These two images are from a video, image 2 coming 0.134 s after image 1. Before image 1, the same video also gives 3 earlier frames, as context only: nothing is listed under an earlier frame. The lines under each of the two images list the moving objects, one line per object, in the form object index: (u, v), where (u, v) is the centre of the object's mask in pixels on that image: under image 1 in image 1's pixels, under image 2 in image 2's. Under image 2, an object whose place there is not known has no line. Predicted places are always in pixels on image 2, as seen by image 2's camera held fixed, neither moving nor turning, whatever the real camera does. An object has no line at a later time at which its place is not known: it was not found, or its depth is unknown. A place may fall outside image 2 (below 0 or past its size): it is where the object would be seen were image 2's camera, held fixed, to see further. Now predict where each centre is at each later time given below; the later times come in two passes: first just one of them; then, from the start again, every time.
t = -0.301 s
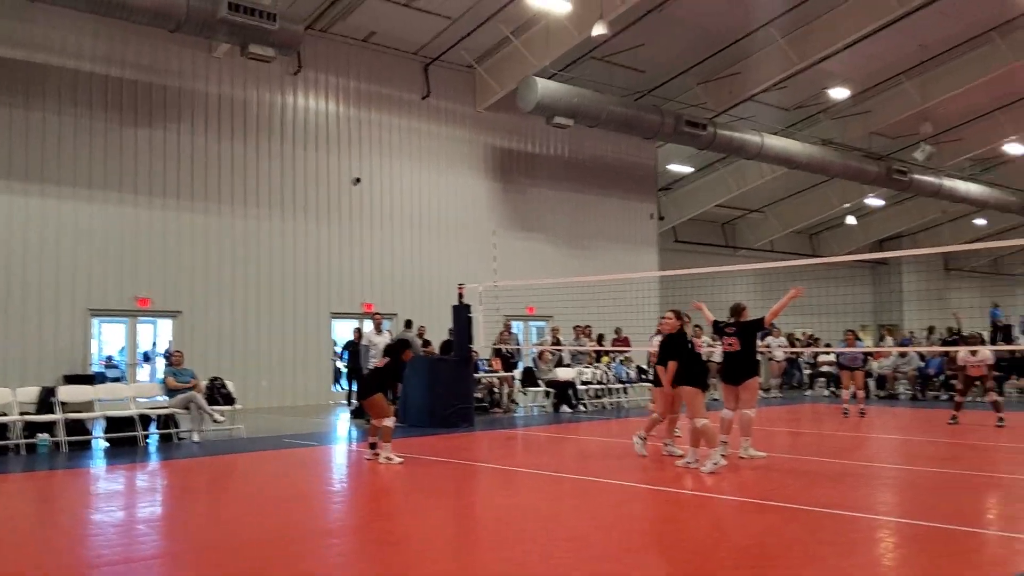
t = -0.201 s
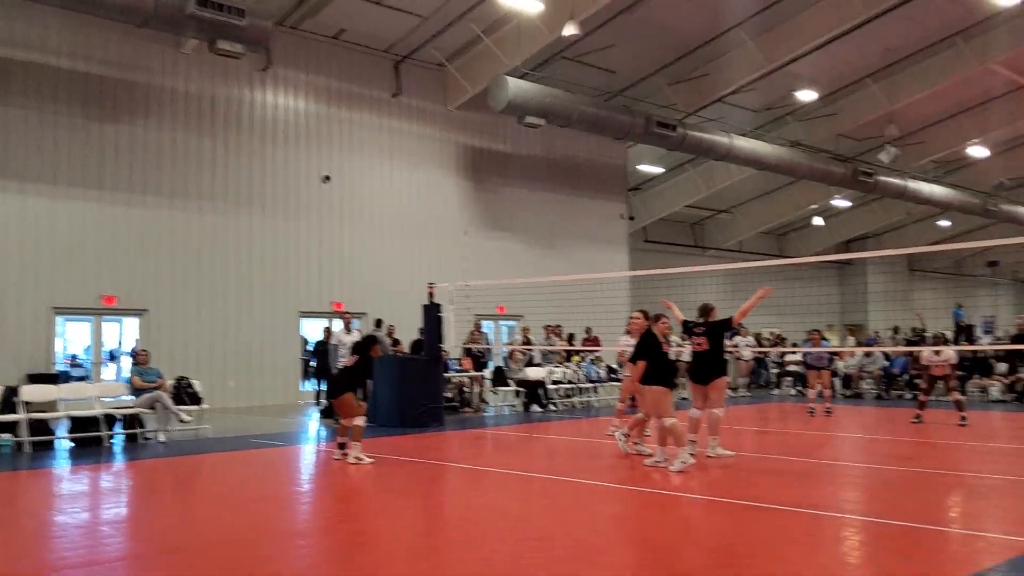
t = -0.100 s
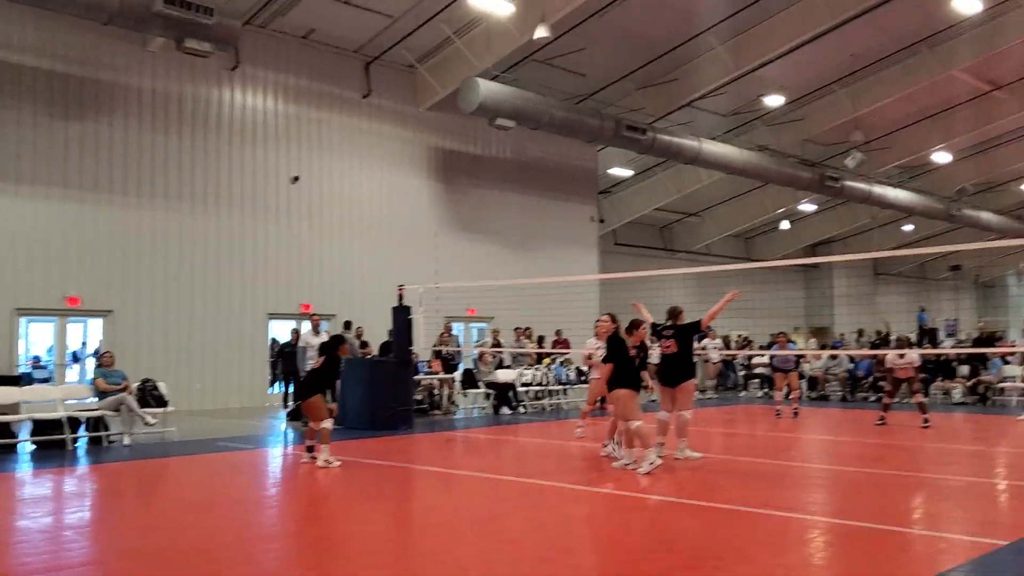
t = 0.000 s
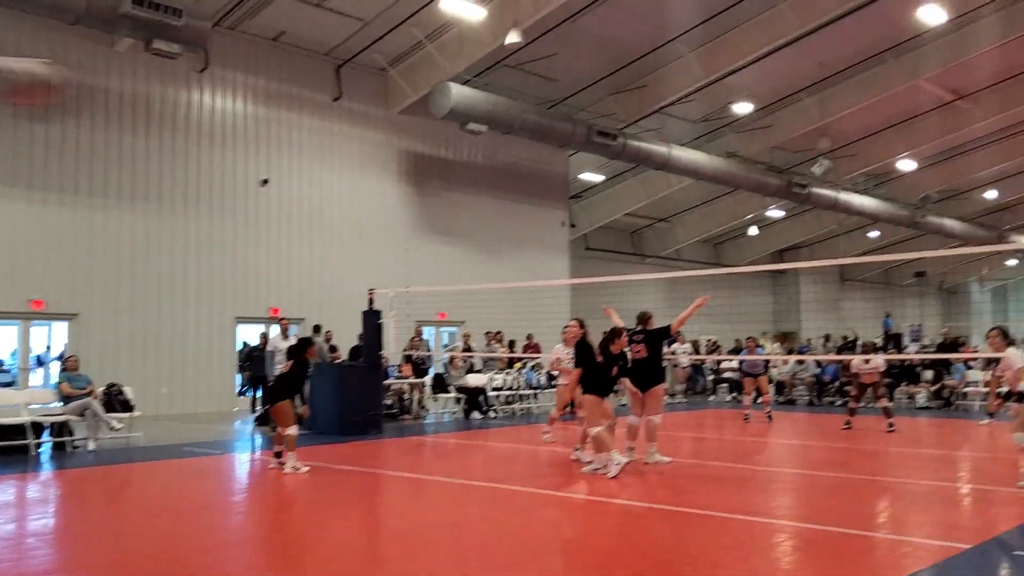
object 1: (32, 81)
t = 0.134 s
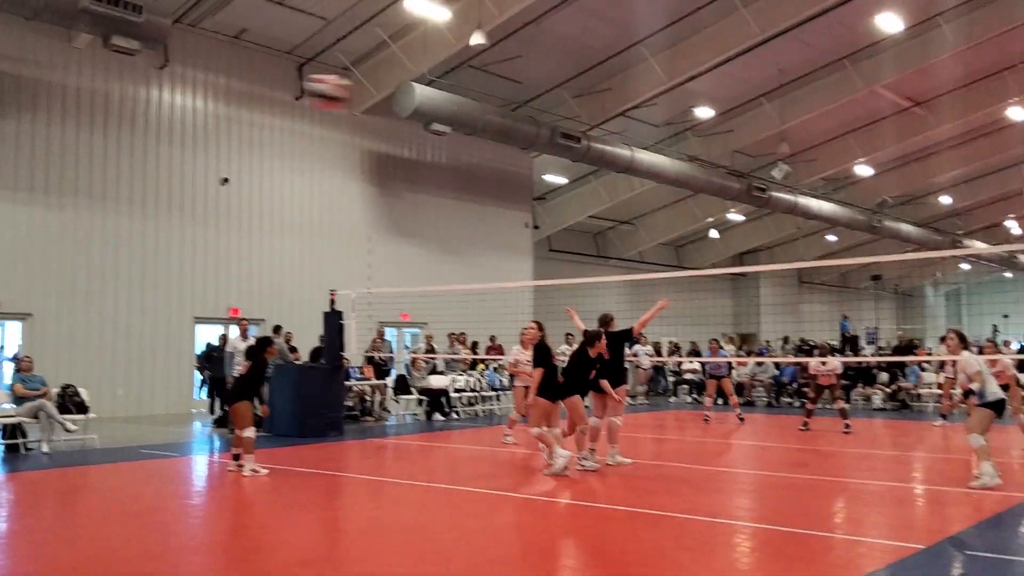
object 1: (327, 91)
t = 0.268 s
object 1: (502, 121)
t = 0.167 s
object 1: (382, 98)
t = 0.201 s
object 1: (428, 107)
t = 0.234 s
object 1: (468, 113)
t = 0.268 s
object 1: (502, 121)
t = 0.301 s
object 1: (533, 130)
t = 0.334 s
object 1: (559, 140)
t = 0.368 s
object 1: (584, 148)
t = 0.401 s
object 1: (604, 158)
